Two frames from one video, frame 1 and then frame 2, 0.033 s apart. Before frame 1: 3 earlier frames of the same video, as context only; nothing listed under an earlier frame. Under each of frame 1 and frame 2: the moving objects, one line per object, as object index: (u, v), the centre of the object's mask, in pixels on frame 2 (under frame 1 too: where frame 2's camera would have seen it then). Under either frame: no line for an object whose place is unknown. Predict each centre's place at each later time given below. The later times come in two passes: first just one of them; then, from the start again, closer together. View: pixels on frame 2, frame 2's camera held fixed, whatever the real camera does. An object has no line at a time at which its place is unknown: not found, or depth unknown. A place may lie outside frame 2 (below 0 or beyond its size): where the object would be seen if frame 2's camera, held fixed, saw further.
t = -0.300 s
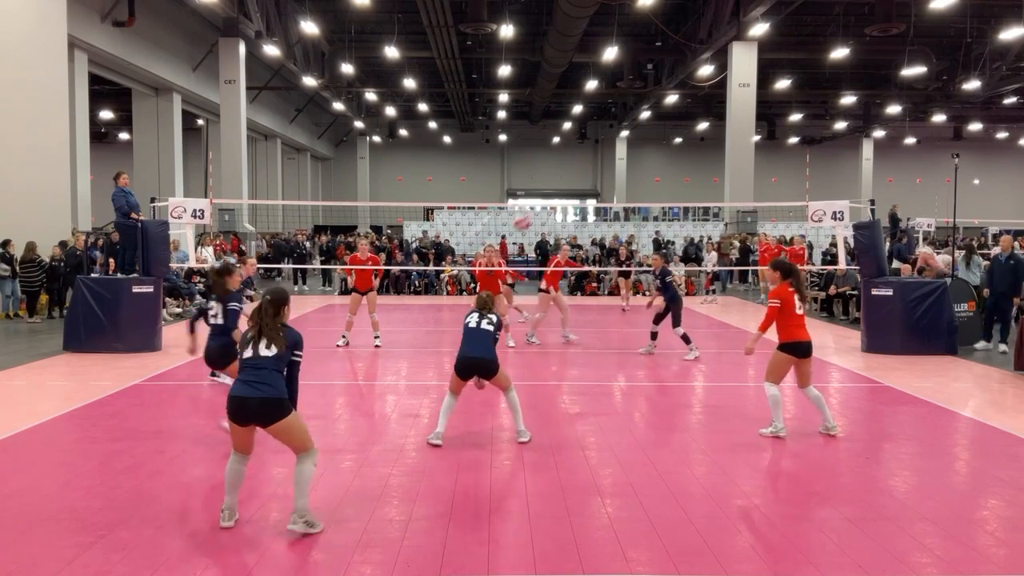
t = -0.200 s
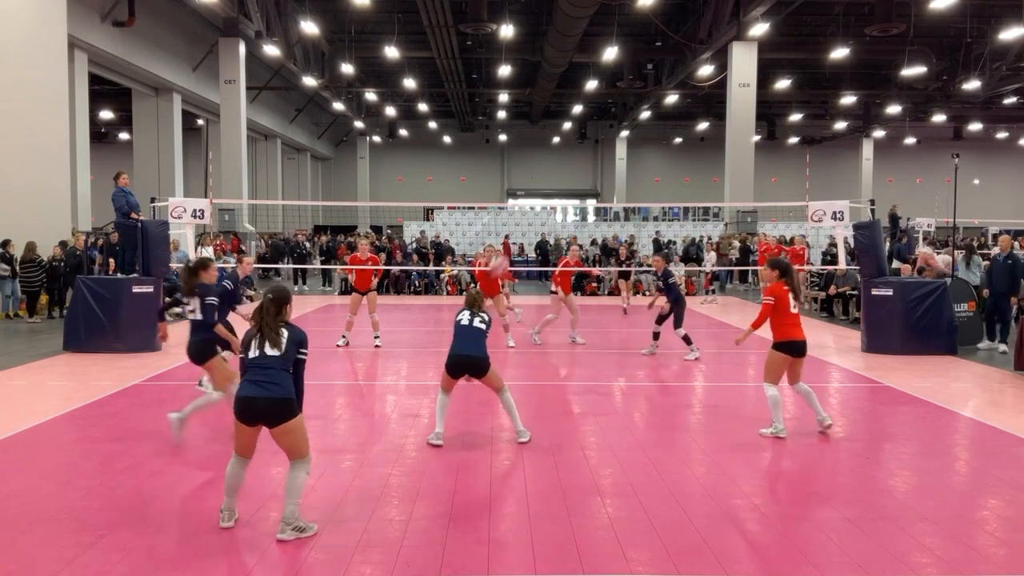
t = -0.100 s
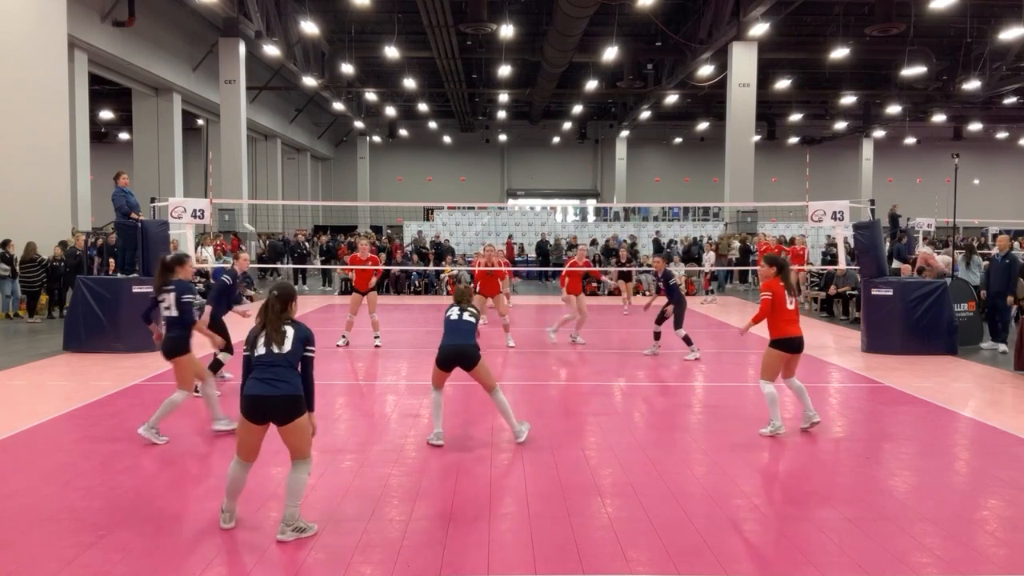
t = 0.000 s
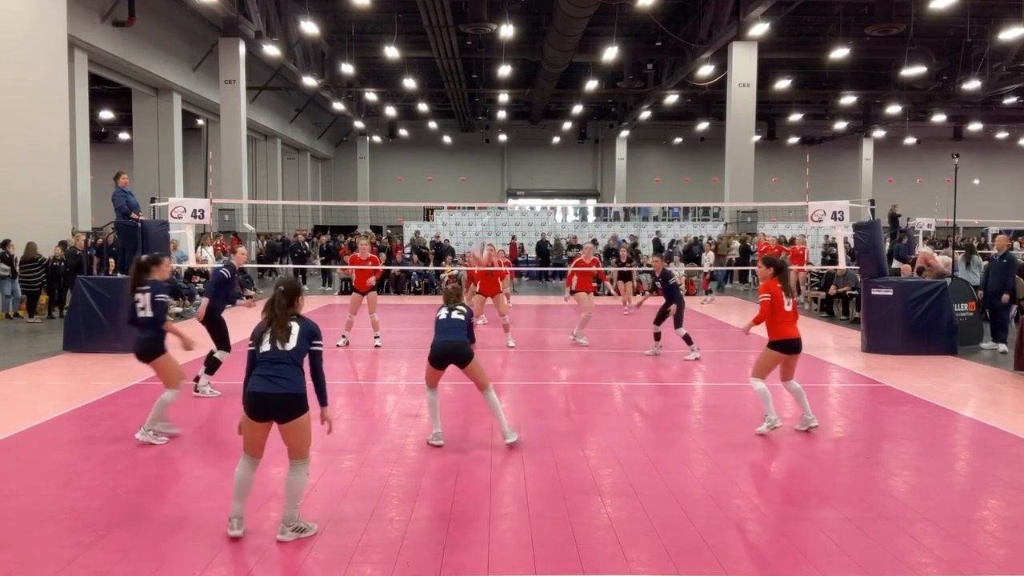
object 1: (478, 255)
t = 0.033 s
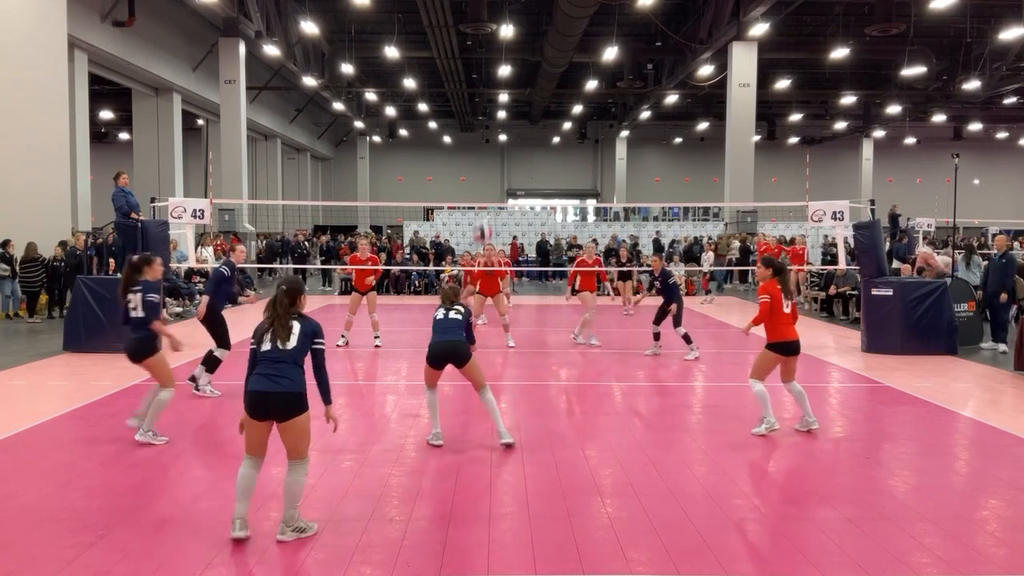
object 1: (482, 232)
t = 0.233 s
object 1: (496, 123)
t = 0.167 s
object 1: (491, 153)
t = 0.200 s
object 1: (494, 138)
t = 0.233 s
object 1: (496, 123)
